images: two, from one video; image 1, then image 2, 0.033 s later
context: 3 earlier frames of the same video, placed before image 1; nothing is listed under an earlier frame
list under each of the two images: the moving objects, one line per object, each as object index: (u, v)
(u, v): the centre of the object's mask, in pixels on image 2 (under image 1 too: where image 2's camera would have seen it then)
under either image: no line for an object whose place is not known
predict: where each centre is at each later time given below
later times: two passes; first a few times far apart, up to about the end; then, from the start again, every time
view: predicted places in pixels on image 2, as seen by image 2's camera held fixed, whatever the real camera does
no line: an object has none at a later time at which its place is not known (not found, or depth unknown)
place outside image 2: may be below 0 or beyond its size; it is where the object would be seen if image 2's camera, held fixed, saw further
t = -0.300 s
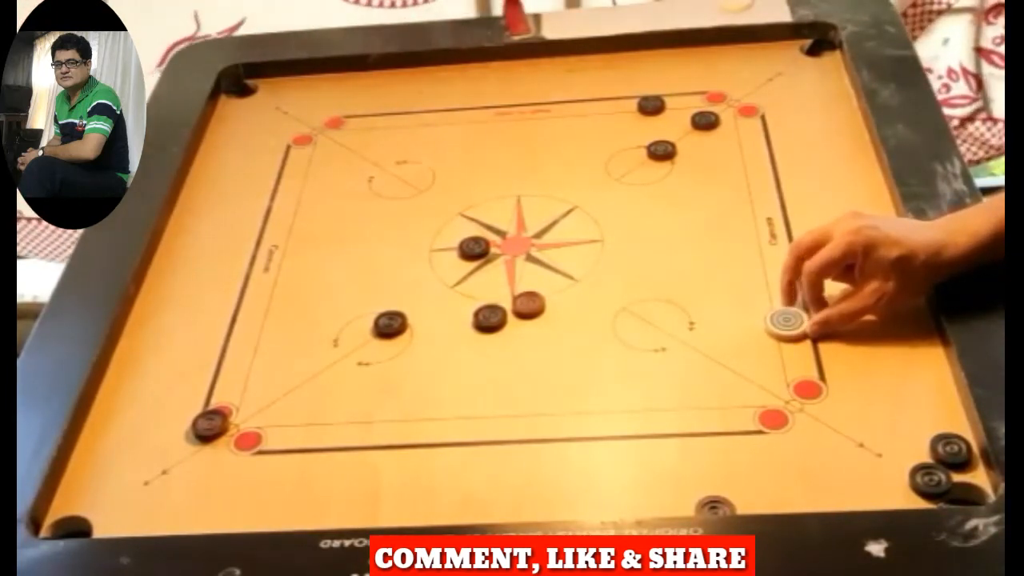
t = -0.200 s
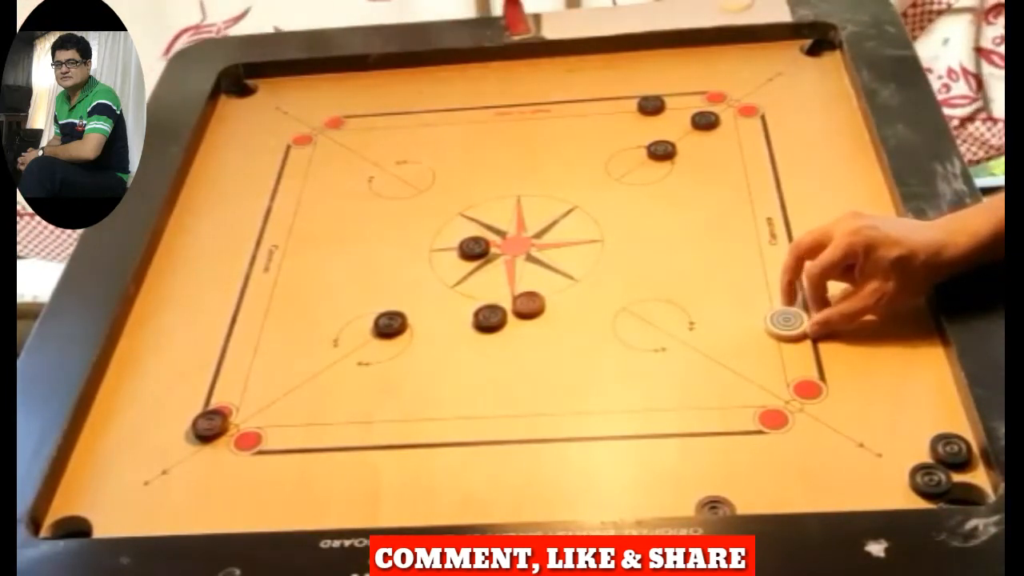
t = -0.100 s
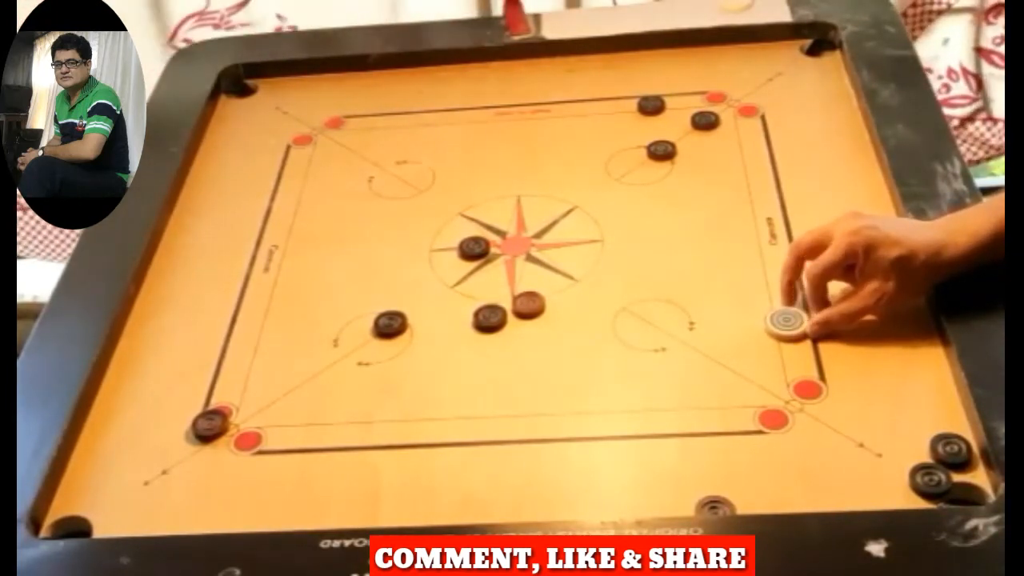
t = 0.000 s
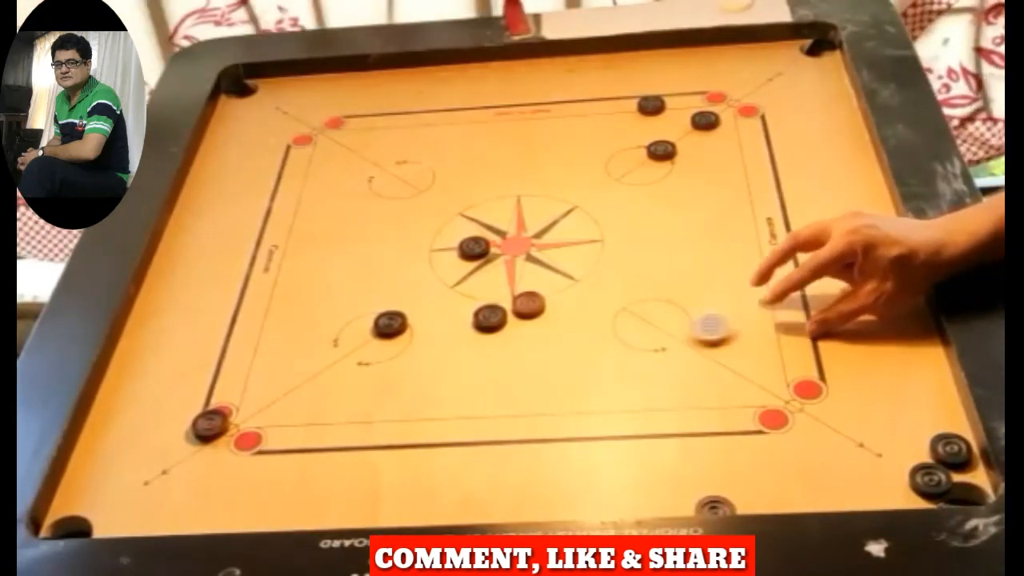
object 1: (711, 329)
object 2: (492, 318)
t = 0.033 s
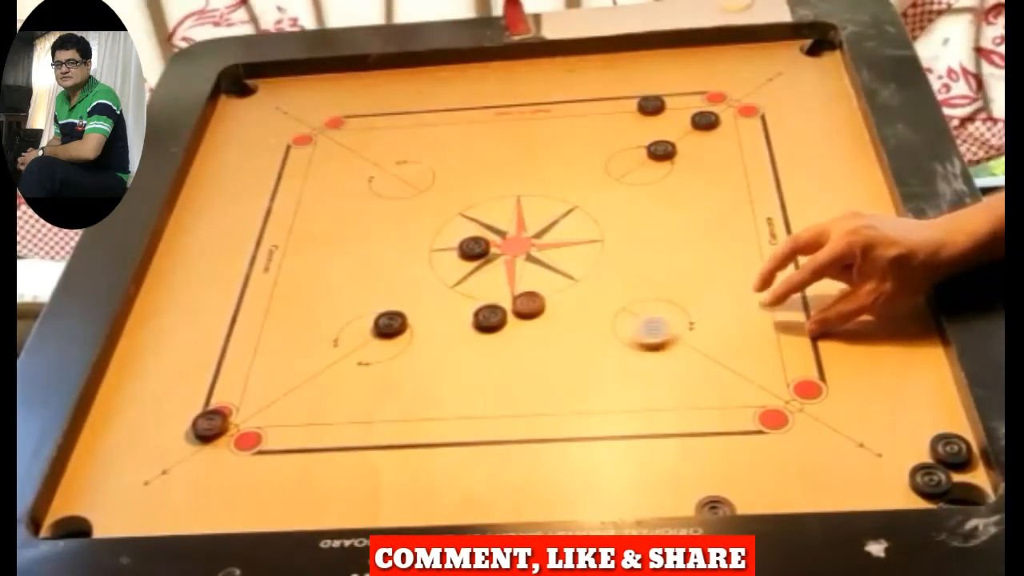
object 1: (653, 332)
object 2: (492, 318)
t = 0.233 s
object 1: (357, 374)
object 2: (422, 267)
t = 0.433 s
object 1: (157, 400)
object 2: (342, 205)
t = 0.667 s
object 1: (191, 386)
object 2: (293, 166)
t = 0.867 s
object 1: (244, 375)
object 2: (278, 151)
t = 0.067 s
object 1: (596, 336)
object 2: (492, 318)
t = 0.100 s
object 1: (539, 340)
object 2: (491, 318)
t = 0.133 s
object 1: (488, 345)
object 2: (480, 311)
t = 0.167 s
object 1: (443, 355)
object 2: (459, 295)
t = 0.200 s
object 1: (400, 365)
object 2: (440, 280)
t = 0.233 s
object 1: (357, 374)
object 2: (422, 267)
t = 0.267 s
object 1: (314, 384)
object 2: (406, 254)
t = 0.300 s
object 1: (271, 393)
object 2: (391, 243)
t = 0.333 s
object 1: (234, 398)
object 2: (377, 232)
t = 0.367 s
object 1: (206, 399)
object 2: (364, 223)
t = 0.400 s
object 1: (181, 400)
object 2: (353, 214)
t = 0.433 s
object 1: (157, 400)
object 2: (342, 205)
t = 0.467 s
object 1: (134, 400)
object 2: (332, 198)
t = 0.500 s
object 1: (115, 399)
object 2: (324, 191)
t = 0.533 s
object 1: (129, 396)
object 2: (316, 185)
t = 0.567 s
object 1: (146, 394)
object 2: (309, 179)
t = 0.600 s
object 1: (162, 391)
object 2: (303, 174)
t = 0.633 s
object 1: (177, 389)
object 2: (297, 170)
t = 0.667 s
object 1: (191, 386)
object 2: (293, 166)
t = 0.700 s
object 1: (204, 383)
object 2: (289, 162)
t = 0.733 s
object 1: (214, 381)
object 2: (285, 159)
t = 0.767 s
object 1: (224, 379)
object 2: (283, 156)
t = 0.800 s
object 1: (233, 378)
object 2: (280, 154)
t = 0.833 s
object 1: (239, 377)
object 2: (279, 153)
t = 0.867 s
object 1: (244, 375)
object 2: (278, 151)
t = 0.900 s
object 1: (249, 374)
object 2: (278, 150)
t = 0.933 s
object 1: (252, 374)
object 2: (278, 150)
